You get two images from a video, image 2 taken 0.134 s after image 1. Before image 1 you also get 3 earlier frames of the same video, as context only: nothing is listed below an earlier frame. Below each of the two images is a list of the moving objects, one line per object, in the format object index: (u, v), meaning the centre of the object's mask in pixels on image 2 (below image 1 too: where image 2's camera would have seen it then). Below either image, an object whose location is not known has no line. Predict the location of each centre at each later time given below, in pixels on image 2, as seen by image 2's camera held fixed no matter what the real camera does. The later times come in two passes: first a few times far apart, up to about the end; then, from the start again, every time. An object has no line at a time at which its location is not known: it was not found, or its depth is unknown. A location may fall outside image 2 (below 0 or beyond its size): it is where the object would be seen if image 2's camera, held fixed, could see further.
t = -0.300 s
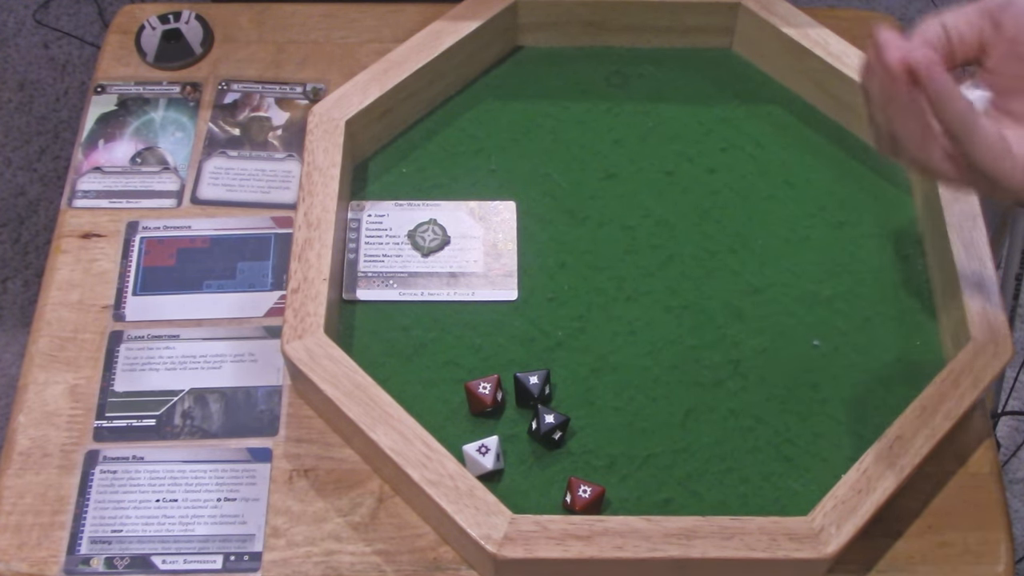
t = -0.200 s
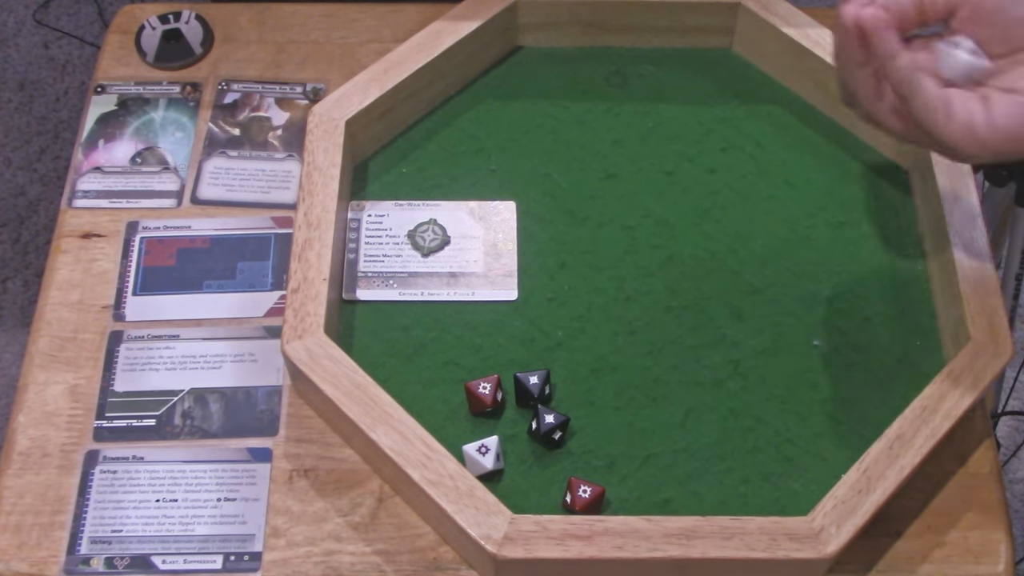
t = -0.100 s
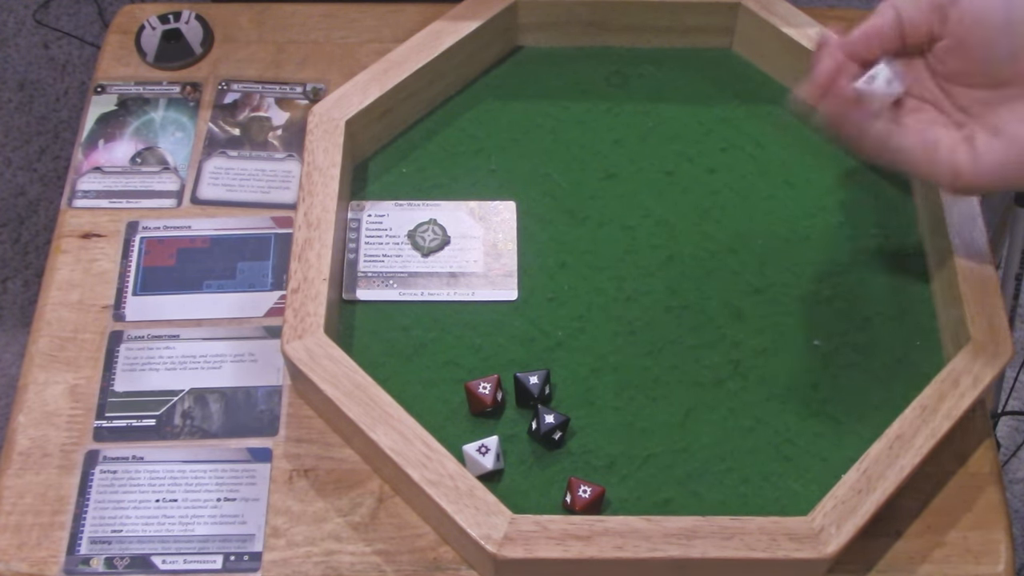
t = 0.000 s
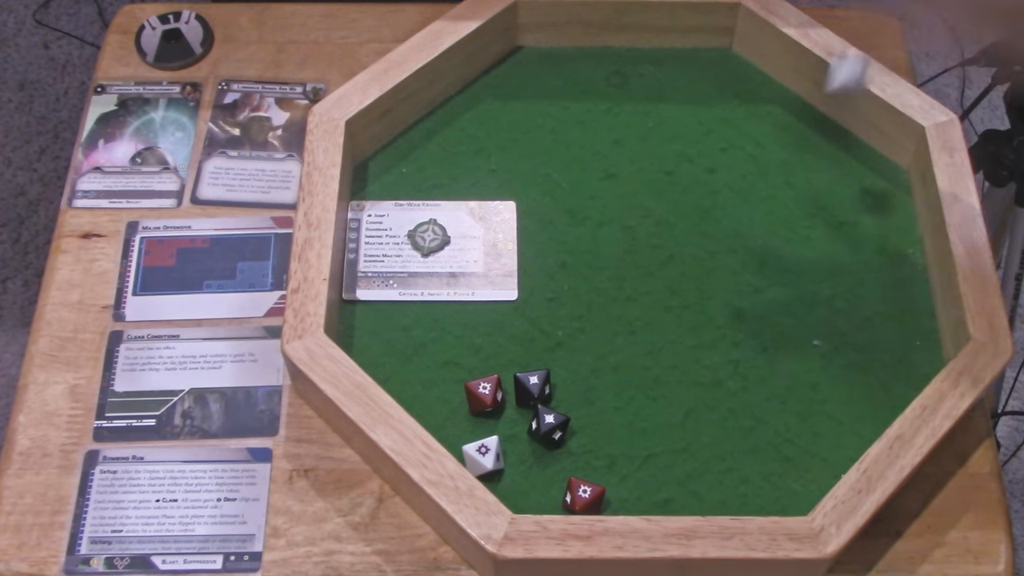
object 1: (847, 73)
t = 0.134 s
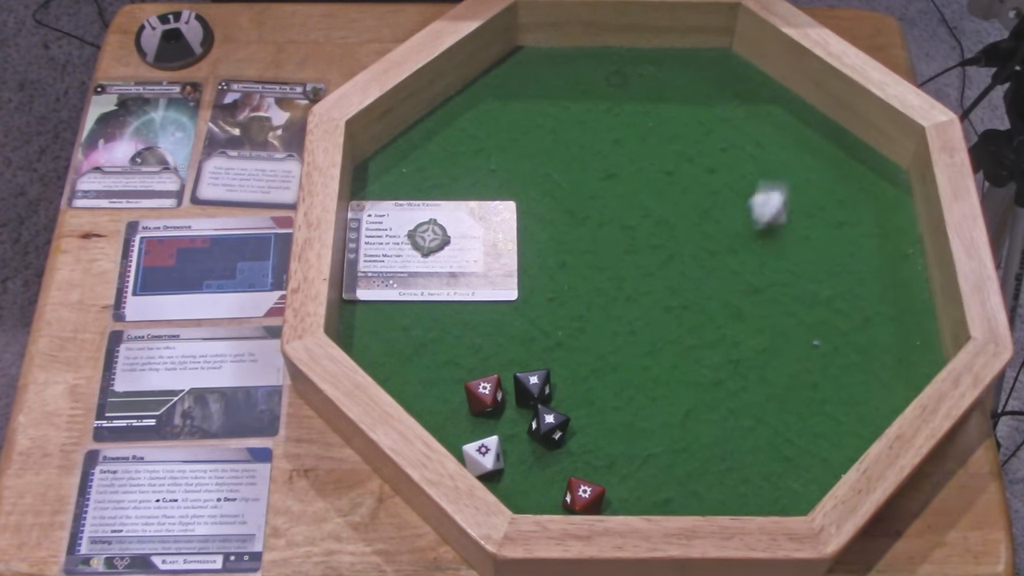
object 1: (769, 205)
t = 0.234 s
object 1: (744, 284)
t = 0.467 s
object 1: (722, 395)
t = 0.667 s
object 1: (731, 398)
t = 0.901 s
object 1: (730, 398)
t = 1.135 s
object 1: (730, 398)
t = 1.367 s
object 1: (730, 398)
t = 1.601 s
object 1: (731, 398)
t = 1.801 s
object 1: (730, 398)
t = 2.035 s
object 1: (730, 398)
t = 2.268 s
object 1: (730, 398)
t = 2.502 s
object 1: (730, 398)
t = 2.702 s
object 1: (730, 398)
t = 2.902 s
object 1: (730, 398)
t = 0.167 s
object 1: (763, 225)
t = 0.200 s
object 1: (754, 250)
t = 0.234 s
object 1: (744, 284)
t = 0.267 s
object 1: (742, 312)
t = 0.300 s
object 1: (737, 337)
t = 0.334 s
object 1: (732, 358)
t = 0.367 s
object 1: (725, 371)
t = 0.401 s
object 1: (722, 383)
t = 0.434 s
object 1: (722, 393)
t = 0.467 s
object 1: (722, 395)
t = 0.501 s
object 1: (723, 395)
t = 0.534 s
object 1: (724, 395)
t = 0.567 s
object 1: (726, 396)
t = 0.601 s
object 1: (729, 397)
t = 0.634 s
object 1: (731, 398)
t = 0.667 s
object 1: (731, 398)
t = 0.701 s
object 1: (730, 398)
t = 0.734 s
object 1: (730, 398)
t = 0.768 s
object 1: (730, 398)
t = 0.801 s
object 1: (730, 398)
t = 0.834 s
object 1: (730, 398)
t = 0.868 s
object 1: (730, 398)
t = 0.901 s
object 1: (730, 398)
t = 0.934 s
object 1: (730, 398)
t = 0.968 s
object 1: (730, 398)
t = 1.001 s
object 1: (730, 398)
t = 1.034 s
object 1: (730, 398)
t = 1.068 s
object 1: (730, 398)
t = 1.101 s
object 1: (730, 398)
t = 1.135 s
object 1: (730, 398)
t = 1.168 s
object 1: (730, 398)
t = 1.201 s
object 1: (730, 398)
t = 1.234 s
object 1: (730, 398)
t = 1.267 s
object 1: (730, 398)
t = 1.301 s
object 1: (730, 398)
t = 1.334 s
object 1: (730, 398)
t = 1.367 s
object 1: (730, 398)
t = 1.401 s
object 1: (731, 398)
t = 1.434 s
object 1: (730, 398)
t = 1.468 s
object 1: (730, 398)
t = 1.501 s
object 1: (730, 398)
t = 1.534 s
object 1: (730, 398)
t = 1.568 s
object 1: (730, 398)
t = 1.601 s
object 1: (731, 398)
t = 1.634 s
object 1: (731, 398)
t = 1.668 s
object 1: (730, 398)
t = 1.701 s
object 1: (730, 397)
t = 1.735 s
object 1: (730, 398)
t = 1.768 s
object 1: (730, 398)
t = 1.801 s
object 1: (730, 398)
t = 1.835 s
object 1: (730, 398)
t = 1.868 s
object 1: (730, 398)
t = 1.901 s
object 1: (730, 398)
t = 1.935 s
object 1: (730, 398)
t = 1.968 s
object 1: (730, 398)
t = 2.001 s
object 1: (730, 398)
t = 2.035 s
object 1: (730, 398)
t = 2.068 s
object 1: (730, 398)
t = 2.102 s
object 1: (731, 398)
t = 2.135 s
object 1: (730, 398)
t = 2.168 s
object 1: (730, 398)
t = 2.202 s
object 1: (730, 398)
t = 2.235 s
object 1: (730, 398)
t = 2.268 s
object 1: (730, 398)
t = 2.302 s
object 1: (730, 398)
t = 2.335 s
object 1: (730, 398)
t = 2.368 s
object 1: (730, 398)
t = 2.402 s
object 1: (730, 398)
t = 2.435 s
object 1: (731, 398)
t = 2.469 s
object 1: (731, 398)
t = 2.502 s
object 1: (730, 398)
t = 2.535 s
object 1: (730, 398)
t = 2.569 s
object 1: (730, 398)
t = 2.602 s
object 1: (731, 398)
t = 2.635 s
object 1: (730, 398)
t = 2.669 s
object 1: (730, 398)
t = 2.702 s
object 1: (730, 398)
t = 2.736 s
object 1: (730, 398)
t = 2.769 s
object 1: (730, 398)
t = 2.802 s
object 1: (730, 398)
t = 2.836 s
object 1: (731, 398)
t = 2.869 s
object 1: (730, 398)
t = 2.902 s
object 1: (730, 398)
